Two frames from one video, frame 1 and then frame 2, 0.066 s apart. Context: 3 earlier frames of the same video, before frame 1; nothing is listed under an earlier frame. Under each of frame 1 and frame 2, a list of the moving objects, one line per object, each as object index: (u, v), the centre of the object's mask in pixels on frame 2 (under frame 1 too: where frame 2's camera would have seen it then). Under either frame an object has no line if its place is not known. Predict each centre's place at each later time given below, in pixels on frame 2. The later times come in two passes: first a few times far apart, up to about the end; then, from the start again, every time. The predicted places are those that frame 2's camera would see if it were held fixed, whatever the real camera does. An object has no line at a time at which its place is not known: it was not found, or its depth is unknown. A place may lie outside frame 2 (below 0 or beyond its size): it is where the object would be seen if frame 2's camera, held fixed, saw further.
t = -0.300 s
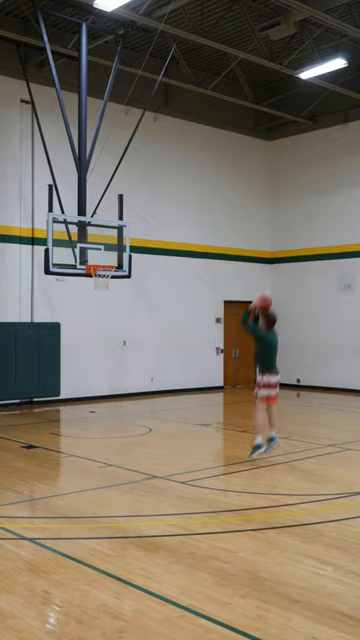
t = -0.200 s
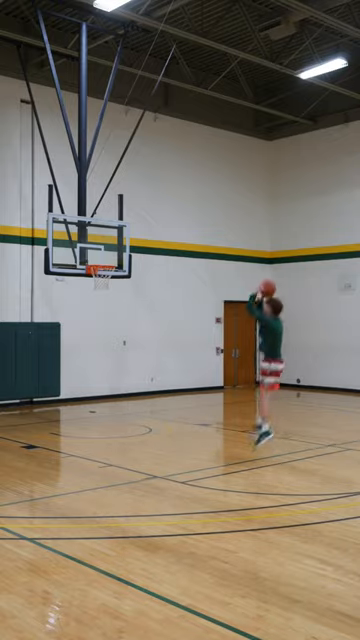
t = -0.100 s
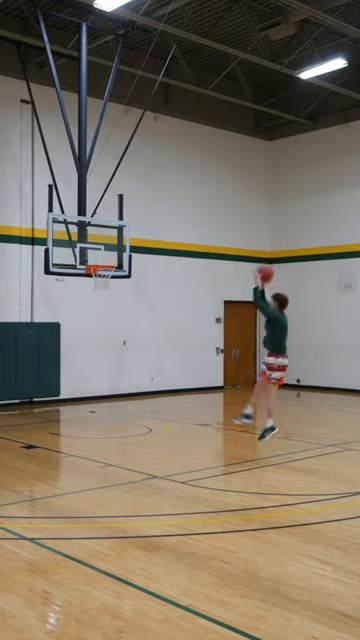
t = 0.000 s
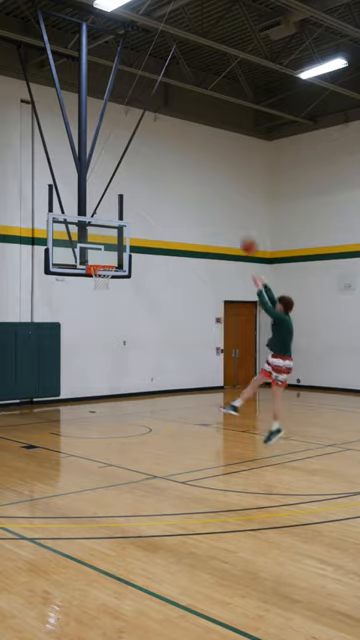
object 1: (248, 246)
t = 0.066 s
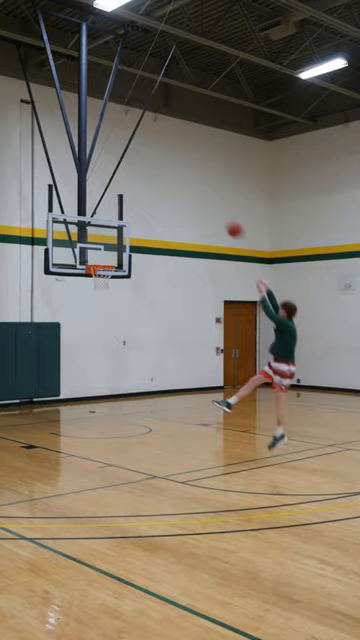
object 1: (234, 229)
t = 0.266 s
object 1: (196, 201)
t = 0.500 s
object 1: (158, 202)
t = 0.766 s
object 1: (119, 241)
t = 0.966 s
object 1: (97, 279)
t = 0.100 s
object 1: (228, 222)
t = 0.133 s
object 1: (221, 217)
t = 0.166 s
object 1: (215, 212)
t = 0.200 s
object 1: (208, 207)
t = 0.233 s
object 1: (202, 204)
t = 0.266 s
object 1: (196, 201)
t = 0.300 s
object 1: (191, 200)
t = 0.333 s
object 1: (185, 198)
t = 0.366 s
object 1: (180, 198)
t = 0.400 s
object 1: (174, 198)
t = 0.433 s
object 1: (168, 199)
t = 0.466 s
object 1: (163, 200)
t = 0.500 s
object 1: (158, 202)
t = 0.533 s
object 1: (153, 206)
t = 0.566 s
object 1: (147, 209)
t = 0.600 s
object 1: (142, 213)
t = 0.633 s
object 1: (138, 217)
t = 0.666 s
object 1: (133, 222)
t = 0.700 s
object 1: (128, 228)
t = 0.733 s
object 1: (124, 233)
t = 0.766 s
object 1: (119, 241)
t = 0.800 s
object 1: (114, 247)
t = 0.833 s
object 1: (110, 255)
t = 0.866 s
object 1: (106, 261)
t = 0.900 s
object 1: (102, 273)
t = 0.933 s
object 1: (99, 278)
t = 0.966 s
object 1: (97, 279)
